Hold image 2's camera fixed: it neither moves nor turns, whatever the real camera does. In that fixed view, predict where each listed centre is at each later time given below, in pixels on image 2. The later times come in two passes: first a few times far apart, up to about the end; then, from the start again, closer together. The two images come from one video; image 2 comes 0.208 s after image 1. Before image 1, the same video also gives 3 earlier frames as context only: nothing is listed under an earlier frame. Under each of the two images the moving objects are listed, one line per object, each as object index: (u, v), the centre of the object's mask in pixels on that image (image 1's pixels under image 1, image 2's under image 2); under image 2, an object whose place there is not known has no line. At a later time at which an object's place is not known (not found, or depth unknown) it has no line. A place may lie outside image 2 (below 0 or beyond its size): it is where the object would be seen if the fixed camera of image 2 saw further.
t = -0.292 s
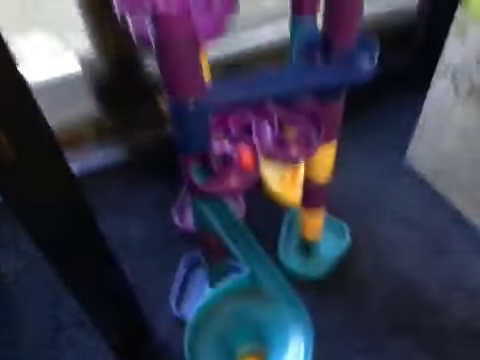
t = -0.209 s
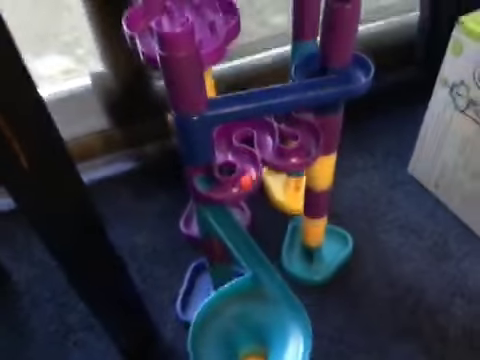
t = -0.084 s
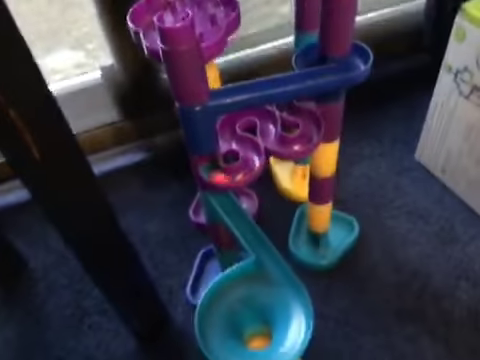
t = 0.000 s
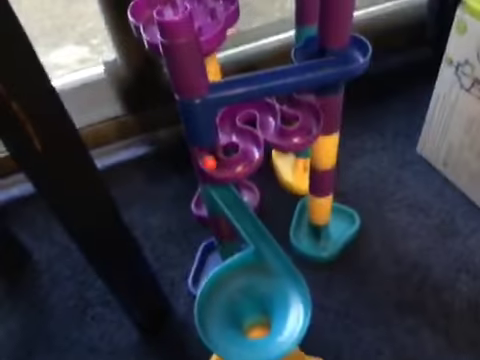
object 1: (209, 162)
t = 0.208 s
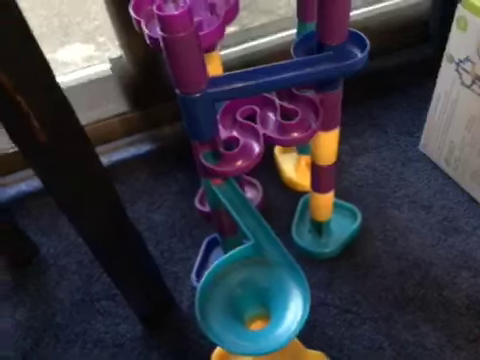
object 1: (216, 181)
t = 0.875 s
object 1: (239, 344)
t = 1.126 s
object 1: (243, 281)
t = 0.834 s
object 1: (252, 340)
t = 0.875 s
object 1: (239, 344)
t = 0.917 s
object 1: (230, 339)
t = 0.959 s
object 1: (223, 327)
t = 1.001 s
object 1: (219, 314)
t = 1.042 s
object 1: (221, 301)
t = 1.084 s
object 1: (230, 288)
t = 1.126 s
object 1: (243, 281)
